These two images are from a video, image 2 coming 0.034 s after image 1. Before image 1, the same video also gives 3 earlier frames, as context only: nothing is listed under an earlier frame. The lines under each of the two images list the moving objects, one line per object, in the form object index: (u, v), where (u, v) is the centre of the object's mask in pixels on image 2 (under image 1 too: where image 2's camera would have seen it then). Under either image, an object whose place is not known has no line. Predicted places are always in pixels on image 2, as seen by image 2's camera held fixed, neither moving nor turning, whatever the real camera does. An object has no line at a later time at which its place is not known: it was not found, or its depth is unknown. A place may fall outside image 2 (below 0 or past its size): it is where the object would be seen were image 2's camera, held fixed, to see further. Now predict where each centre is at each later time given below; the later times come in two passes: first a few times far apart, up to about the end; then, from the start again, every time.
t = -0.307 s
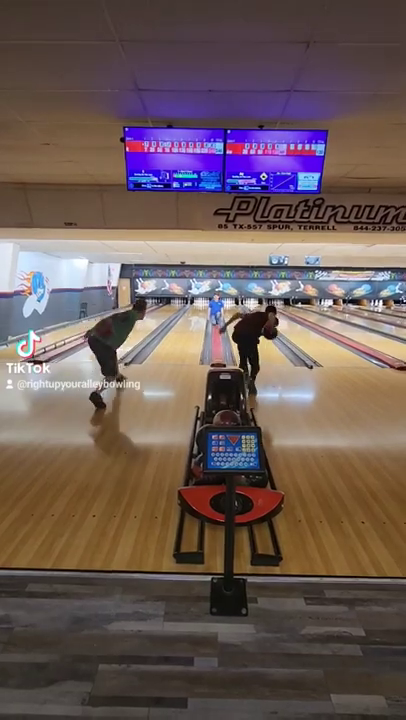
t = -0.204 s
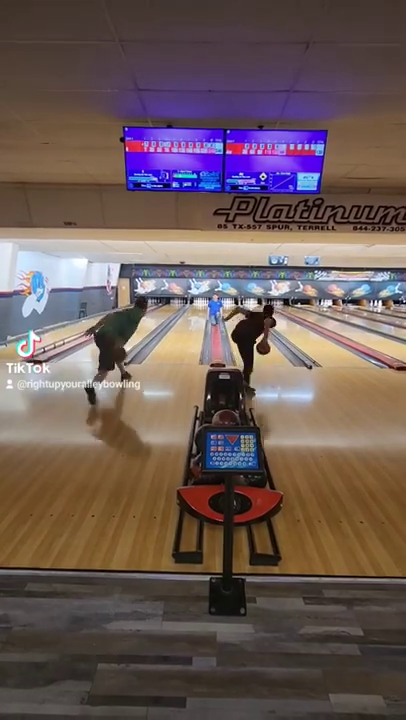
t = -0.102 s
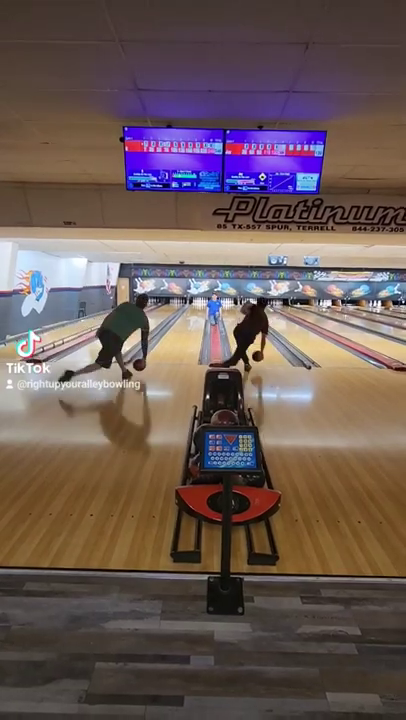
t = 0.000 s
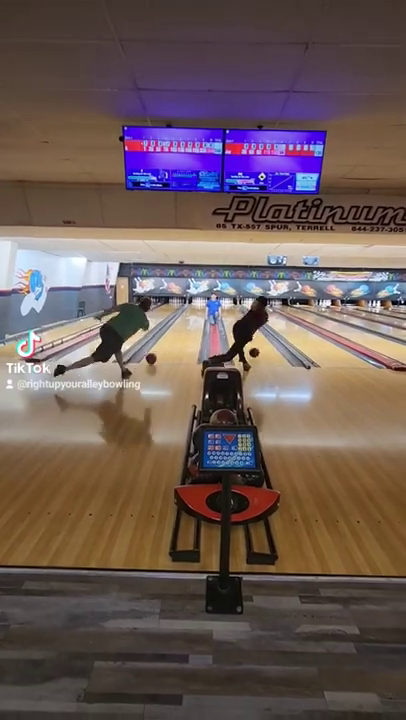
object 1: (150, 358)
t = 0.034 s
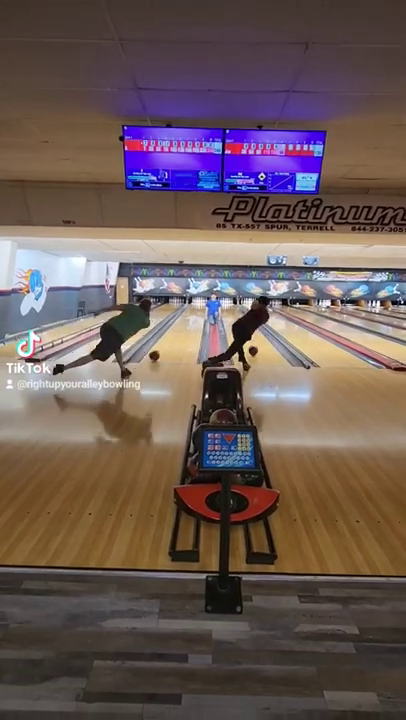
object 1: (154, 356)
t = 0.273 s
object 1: (172, 340)
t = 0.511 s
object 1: (183, 329)
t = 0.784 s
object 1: (192, 321)
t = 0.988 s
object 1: (197, 317)
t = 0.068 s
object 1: (157, 353)
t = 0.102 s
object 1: (159, 351)
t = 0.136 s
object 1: (163, 349)
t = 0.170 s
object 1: (165, 346)
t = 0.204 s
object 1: (167, 344)
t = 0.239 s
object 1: (170, 342)
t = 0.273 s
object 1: (172, 340)
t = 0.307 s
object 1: (174, 338)
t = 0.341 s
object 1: (176, 336)
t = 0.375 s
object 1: (177, 335)
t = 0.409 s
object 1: (179, 333)
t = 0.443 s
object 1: (181, 332)
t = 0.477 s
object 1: (182, 331)
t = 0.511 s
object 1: (183, 329)
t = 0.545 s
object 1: (185, 328)
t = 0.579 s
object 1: (186, 327)
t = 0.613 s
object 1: (187, 326)
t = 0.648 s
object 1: (188, 325)
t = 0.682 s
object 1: (189, 324)
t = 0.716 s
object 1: (190, 323)
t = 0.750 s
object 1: (191, 322)
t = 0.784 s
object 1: (192, 321)
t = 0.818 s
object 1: (193, 321)
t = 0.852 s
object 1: (194, 320)
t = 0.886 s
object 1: (195, 319)
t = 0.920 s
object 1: (196, 318)
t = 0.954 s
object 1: (196, 318)
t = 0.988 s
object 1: (197, 317)
